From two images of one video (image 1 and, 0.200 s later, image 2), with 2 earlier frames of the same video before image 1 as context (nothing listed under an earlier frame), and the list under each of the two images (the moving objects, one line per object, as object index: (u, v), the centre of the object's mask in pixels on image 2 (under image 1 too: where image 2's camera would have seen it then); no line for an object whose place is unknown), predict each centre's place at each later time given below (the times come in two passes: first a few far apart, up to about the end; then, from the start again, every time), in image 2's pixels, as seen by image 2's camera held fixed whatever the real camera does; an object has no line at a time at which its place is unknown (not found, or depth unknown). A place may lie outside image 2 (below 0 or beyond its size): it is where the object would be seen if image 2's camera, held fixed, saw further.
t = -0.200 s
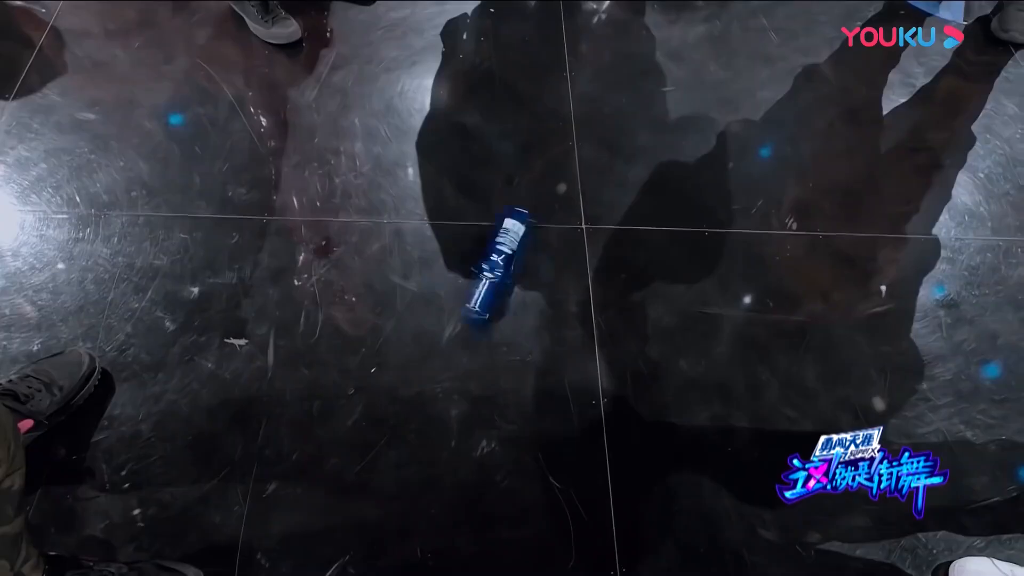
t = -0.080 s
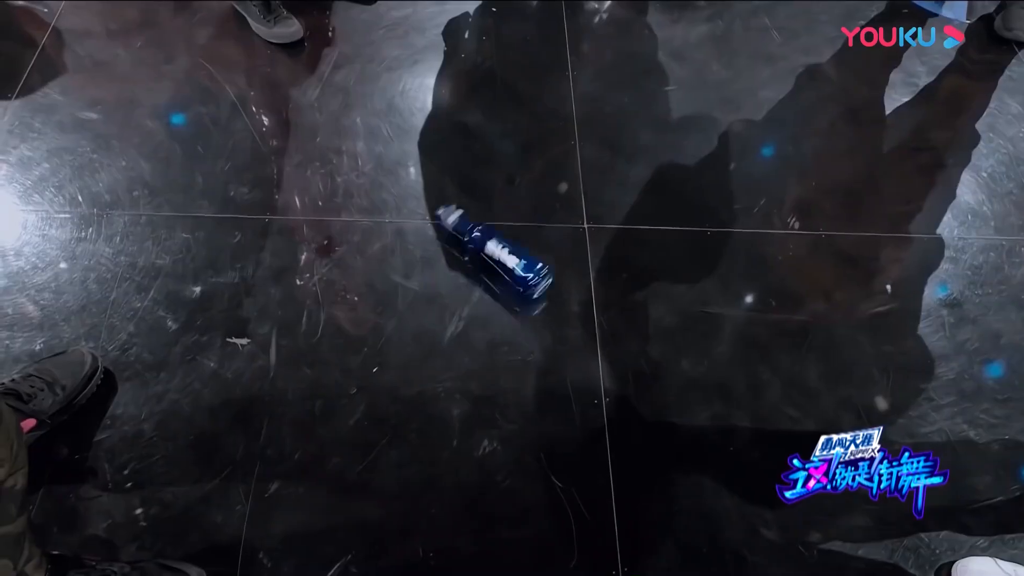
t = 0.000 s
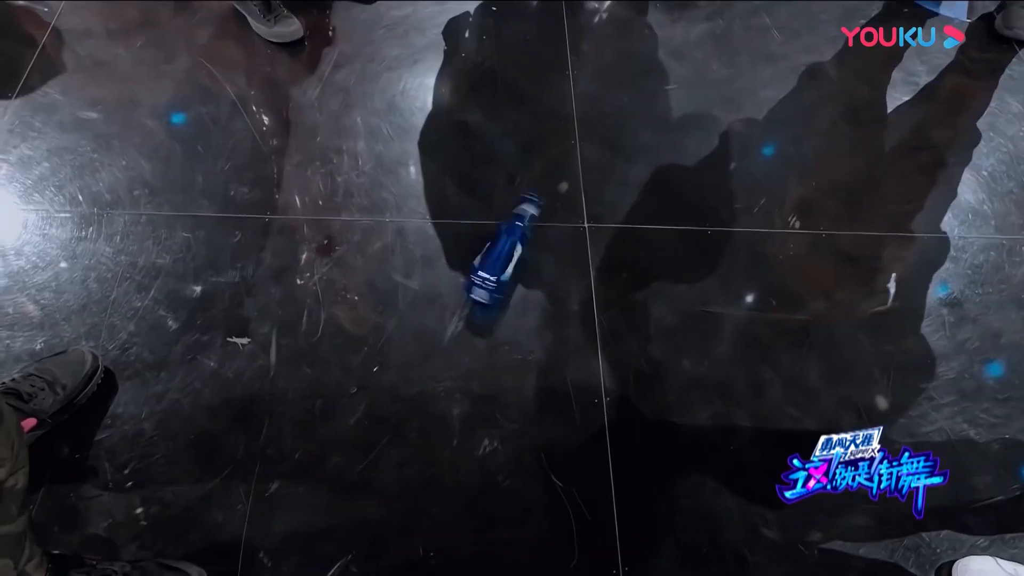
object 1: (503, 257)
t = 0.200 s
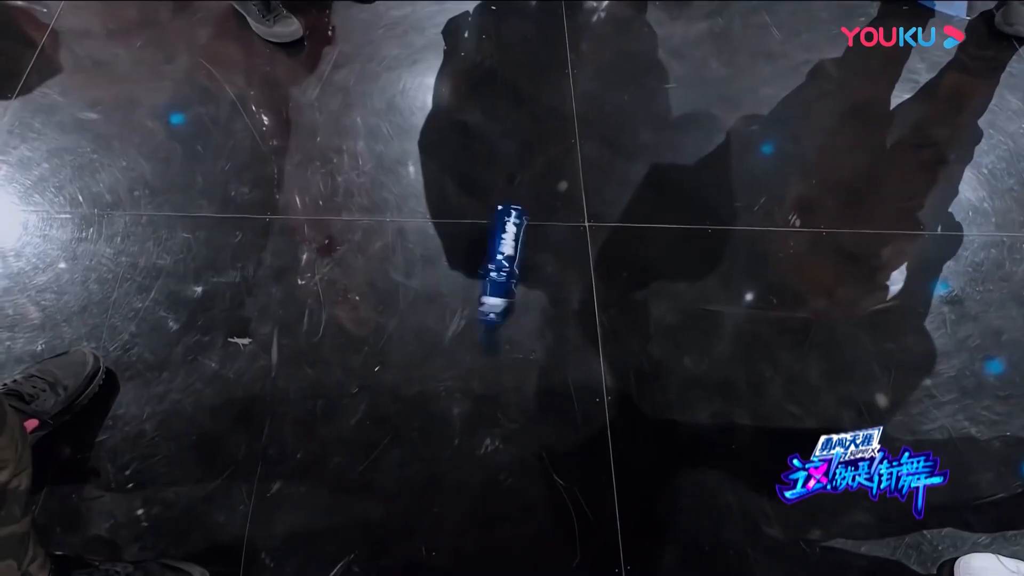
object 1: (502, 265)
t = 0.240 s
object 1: (494, 270)
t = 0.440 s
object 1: (503, 250)
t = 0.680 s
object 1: (511, 265)
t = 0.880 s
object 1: (489, 276)
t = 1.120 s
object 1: (466, 248)
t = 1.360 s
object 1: (445, 224)
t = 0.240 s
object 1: (494, 270)
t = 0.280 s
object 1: (492, 259)
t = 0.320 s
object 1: (490, 254)
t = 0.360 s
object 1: (494, 250)
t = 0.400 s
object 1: (501, 251)
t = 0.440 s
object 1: (503, 250)
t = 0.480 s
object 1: (505, 253)
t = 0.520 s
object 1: (508, 254)
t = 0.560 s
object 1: (513, 254)
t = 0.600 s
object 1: (514, 259)
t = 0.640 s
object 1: (511, 261)
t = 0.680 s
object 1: (511, 265)
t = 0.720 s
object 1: (508, 265)
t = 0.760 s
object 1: (503, 277)
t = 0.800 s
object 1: (498, 274)
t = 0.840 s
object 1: (494, 272)
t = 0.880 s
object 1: (489, 276)
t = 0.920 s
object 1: (482, 276)
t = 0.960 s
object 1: (478, 269)
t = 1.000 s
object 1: (476, 261)
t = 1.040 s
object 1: (472, 254)
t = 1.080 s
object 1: (468, 252)
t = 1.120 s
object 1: (466, 248)
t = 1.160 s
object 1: (462, 244)
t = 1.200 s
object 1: (458, 240)
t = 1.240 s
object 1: (456, 235)
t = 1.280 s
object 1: (452, 232)
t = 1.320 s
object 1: (448, 228)
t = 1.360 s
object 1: (445, 224)
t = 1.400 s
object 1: (442, 221)
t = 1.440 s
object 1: (440, 218)
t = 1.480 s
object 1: (437, 216)
